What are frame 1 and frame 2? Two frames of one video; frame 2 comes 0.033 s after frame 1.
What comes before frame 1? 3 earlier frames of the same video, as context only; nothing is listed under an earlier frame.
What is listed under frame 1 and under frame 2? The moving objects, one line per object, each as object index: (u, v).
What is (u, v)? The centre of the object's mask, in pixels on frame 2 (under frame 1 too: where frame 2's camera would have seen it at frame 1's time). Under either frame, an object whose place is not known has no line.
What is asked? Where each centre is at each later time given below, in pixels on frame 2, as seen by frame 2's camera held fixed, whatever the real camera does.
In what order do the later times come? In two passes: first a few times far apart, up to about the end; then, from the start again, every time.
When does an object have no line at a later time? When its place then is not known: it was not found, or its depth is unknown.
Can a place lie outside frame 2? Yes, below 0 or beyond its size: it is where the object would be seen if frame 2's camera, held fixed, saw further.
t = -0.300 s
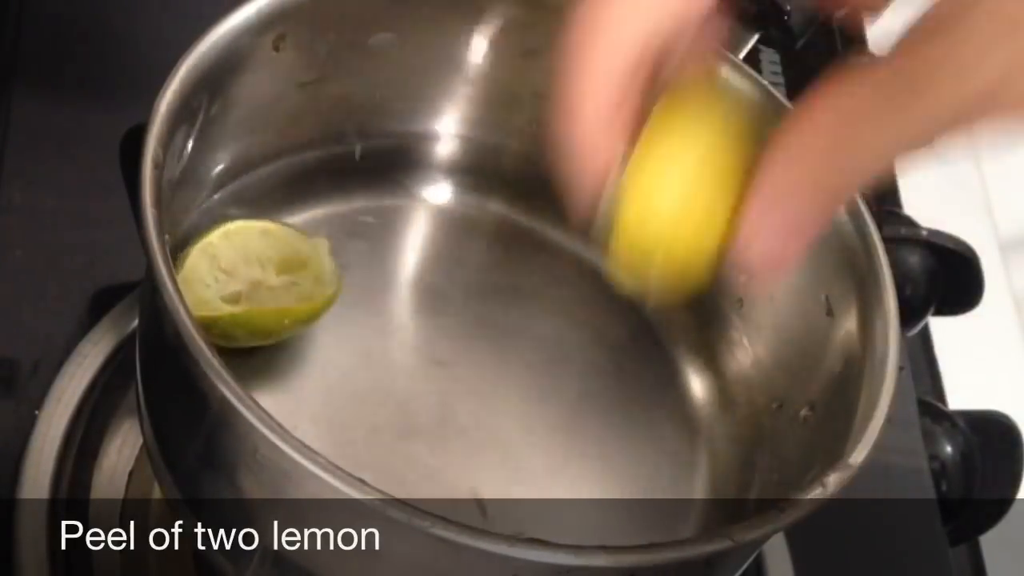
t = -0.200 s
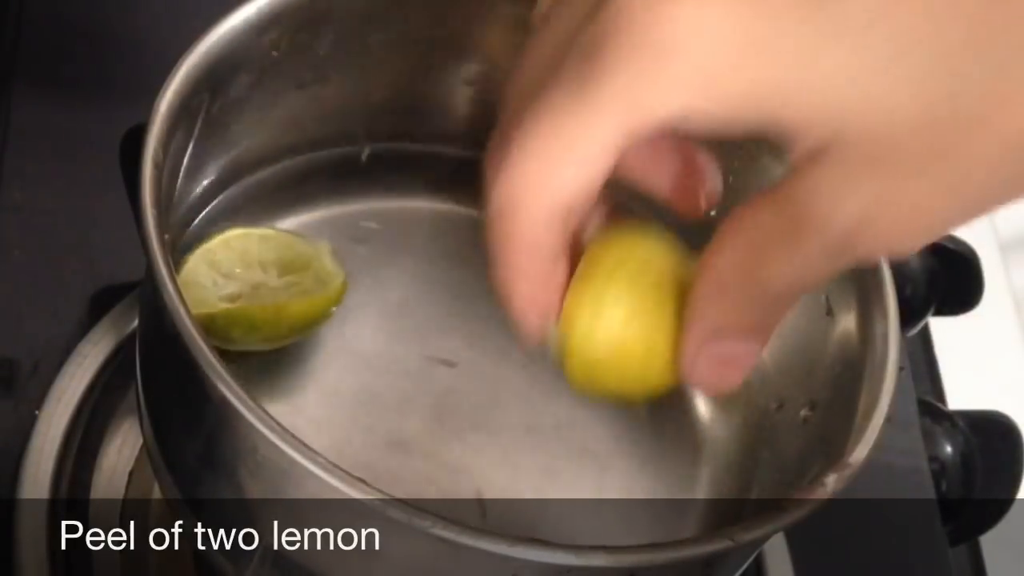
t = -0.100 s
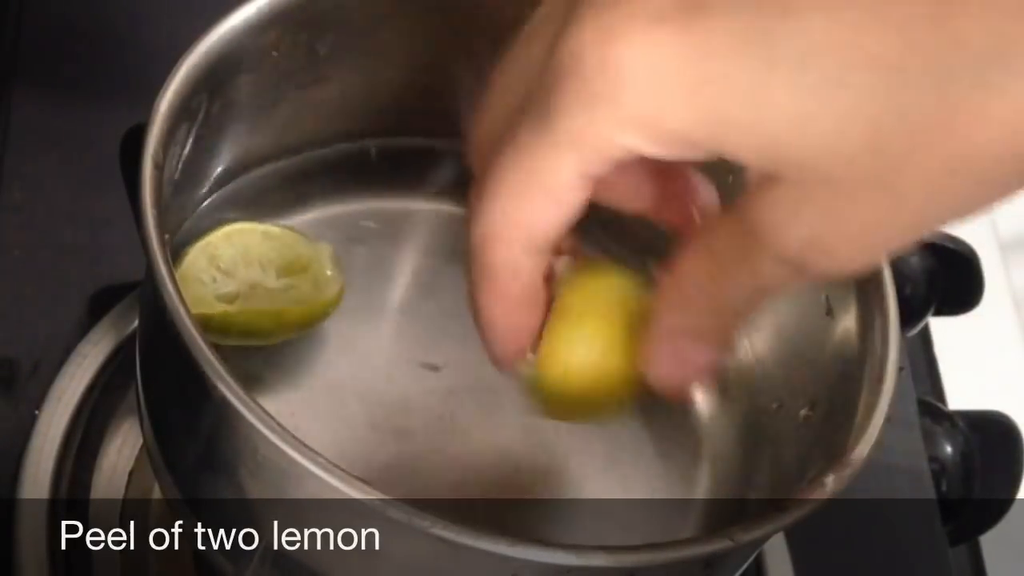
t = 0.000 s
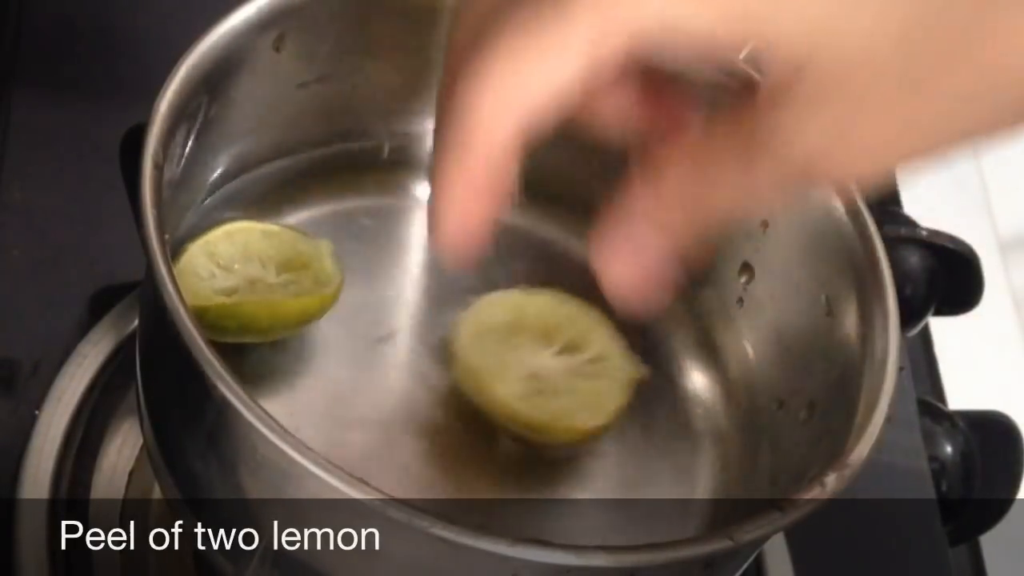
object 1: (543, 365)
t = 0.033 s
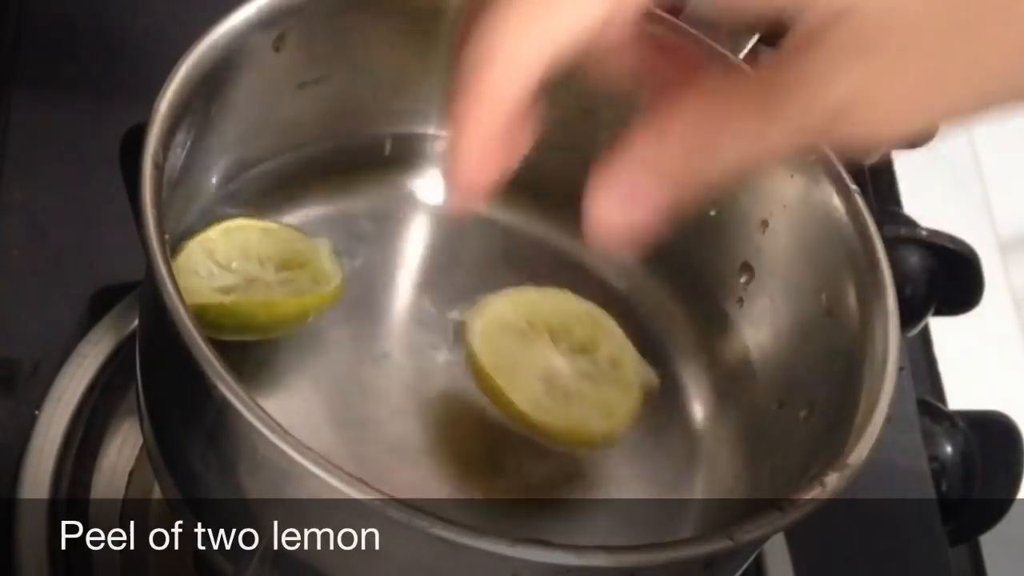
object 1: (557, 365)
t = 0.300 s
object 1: (610, 417)
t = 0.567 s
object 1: (651, 440)
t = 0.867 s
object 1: (678, 454)
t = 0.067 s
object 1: (562, 377)
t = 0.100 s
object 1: (566, 392)
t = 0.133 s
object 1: (572, 403)
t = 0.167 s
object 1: (580, 404)
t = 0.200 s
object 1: (589, 403)
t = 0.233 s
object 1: (597, 404)
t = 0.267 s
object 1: (603, 408)
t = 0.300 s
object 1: (610, 417)
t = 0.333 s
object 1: (615, 422)
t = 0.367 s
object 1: (621, 424)
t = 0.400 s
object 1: (627, 425)
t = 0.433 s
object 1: (631, 425)
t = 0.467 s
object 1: (635, 428)
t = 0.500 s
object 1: (640, 432)
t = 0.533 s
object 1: (644, 437)
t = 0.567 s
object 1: (651, 440)
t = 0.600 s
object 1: (657, 443)
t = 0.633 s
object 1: (662, 444)
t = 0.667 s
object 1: (668, 447)
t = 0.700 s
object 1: (673, 448)
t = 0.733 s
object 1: (676, 449)
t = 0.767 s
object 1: (678, 451)
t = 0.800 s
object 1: (678, 452)
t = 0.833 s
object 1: (678, 453)
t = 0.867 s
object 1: (678, 454)
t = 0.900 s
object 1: (677, 454)
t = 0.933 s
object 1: (673, 457)
